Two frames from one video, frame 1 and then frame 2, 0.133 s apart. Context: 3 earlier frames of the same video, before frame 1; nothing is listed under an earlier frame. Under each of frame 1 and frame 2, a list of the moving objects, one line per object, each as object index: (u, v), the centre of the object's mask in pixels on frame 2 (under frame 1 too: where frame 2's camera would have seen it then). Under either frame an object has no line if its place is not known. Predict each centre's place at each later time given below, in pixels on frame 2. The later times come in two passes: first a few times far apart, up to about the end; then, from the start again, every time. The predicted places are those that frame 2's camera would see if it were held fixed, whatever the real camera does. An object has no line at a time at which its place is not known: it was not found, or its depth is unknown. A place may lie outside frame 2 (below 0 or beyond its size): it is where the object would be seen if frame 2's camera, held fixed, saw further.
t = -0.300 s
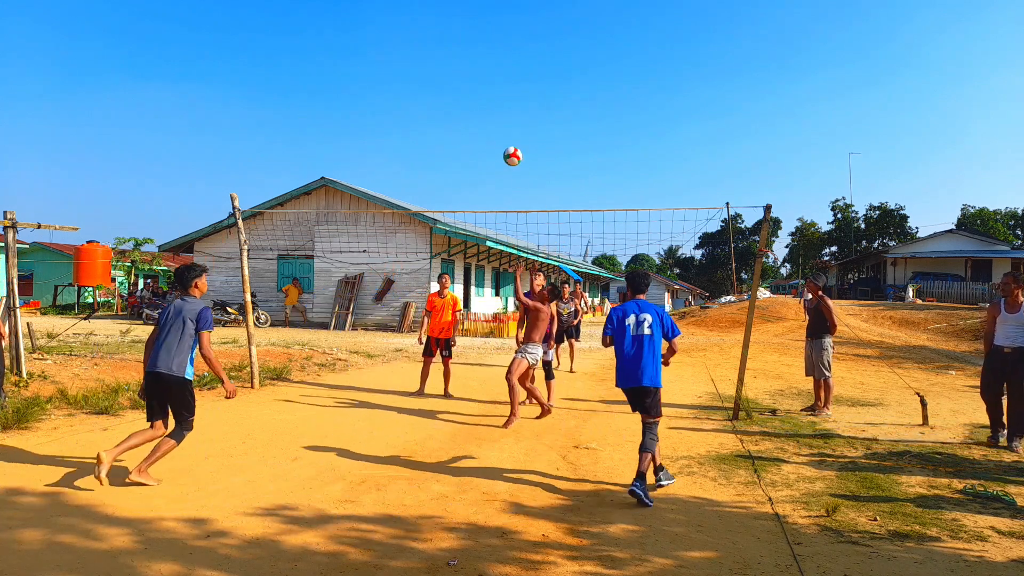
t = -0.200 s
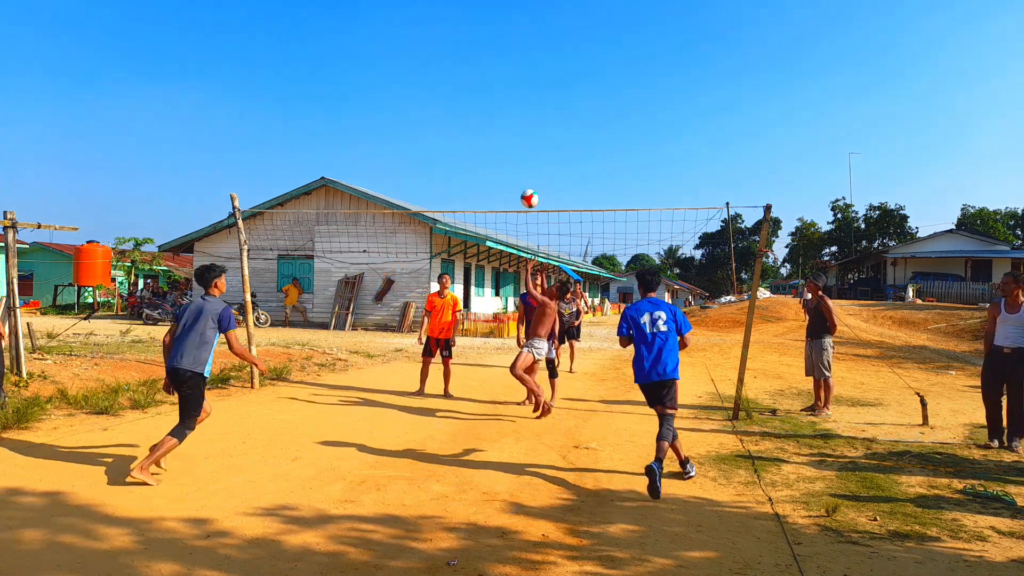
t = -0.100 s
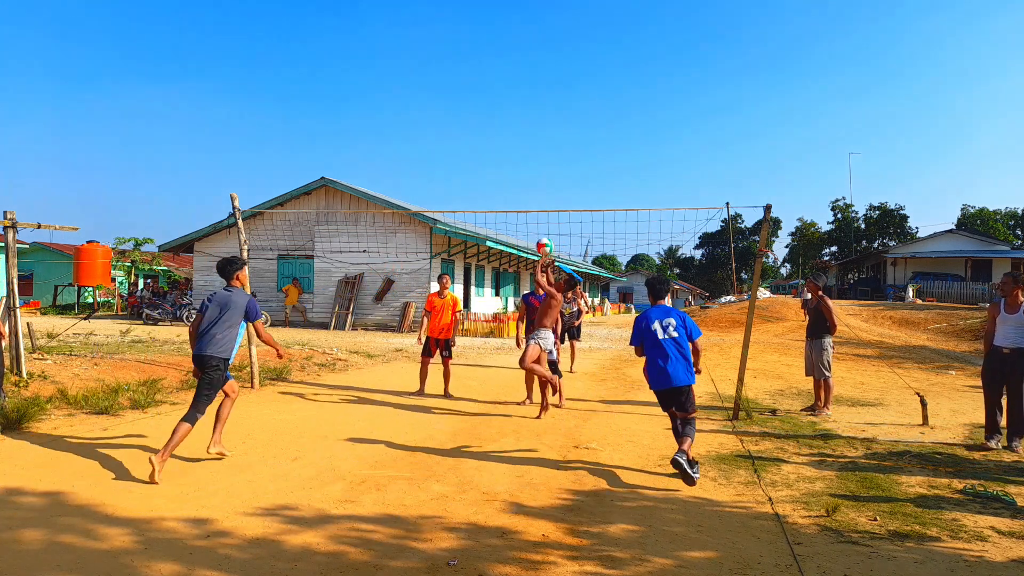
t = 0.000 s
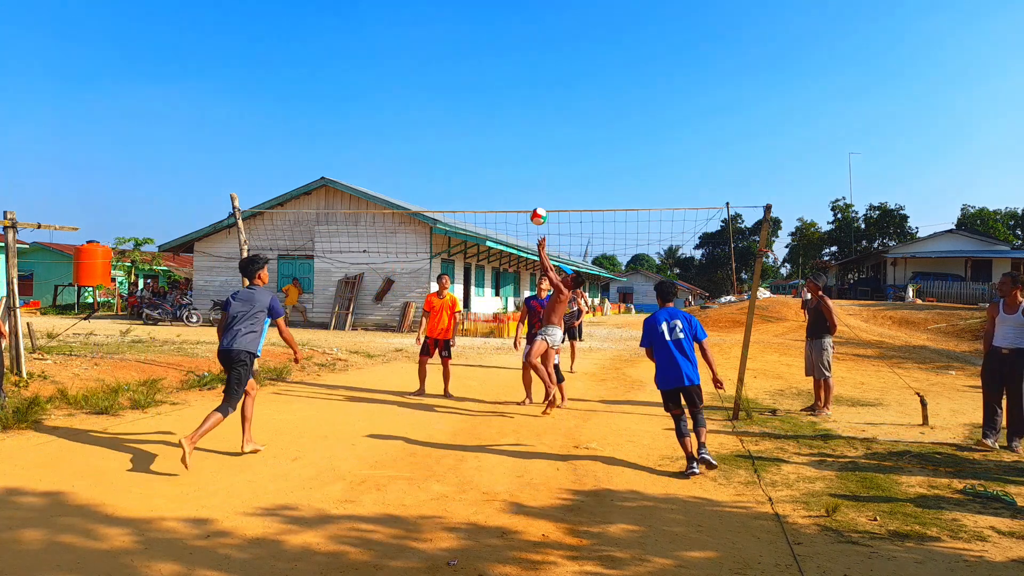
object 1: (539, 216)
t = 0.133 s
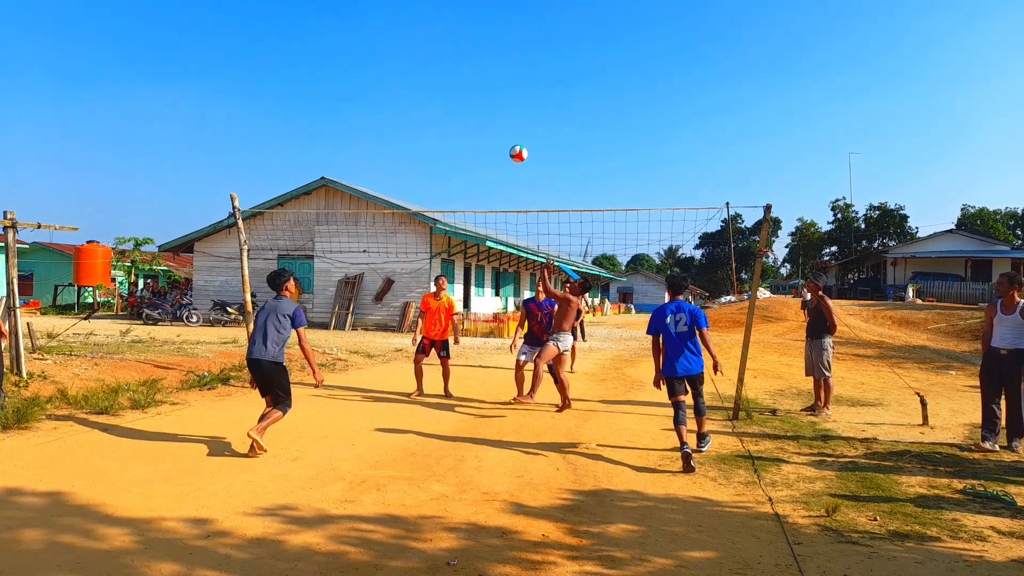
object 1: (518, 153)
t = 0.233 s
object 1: (504, 117)
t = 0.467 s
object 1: (472, 64)
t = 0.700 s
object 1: (444, 59)
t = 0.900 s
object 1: (422, 92)
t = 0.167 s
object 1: (513, 140)
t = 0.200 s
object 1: (508, 128)
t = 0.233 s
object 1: (504, 117)
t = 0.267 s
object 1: (499, 106)
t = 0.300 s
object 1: (494, 97)
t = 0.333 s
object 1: (489, 88)
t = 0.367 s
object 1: (485, 81)
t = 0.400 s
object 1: (481, 74)
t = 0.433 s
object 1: (476, 69)
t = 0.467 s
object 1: (472, 64)
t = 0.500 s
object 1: (468, 61)
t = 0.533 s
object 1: (464, 58)
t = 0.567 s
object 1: (460, 56)
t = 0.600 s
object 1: (456, 56)
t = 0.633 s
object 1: (452, 56)
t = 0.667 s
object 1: (448, 57)
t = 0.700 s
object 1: (444, 59)
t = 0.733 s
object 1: (440, 63)
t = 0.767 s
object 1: (436, 67)
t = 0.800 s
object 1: (433, 72)
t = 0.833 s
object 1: (429, 78)
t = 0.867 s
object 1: (425, 85)
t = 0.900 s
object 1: (422, 92)
